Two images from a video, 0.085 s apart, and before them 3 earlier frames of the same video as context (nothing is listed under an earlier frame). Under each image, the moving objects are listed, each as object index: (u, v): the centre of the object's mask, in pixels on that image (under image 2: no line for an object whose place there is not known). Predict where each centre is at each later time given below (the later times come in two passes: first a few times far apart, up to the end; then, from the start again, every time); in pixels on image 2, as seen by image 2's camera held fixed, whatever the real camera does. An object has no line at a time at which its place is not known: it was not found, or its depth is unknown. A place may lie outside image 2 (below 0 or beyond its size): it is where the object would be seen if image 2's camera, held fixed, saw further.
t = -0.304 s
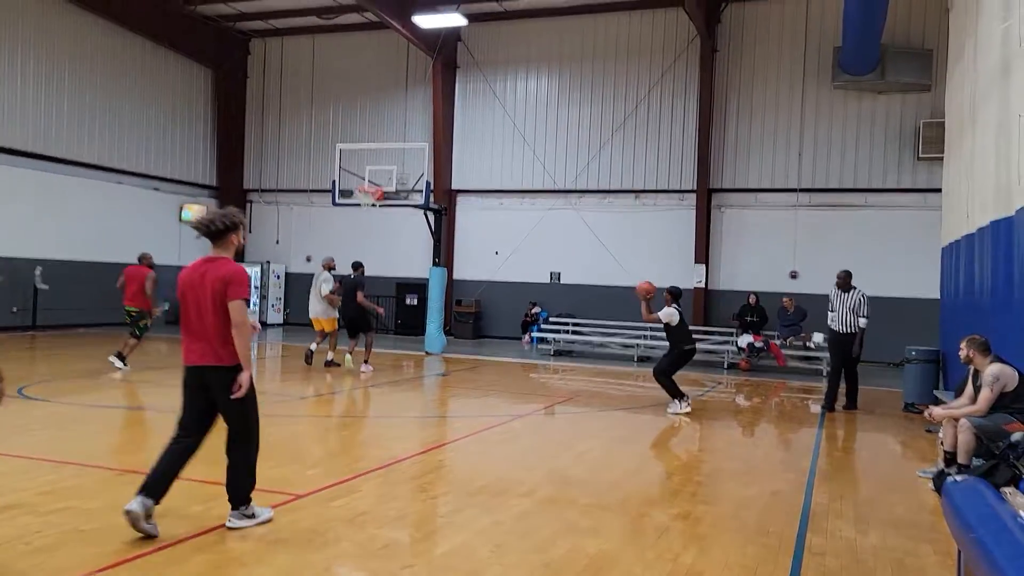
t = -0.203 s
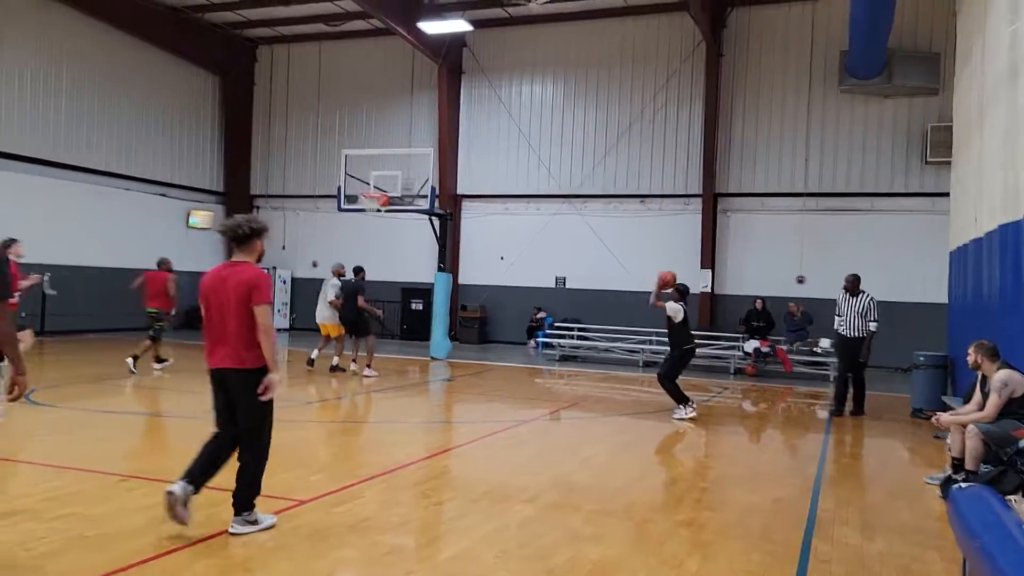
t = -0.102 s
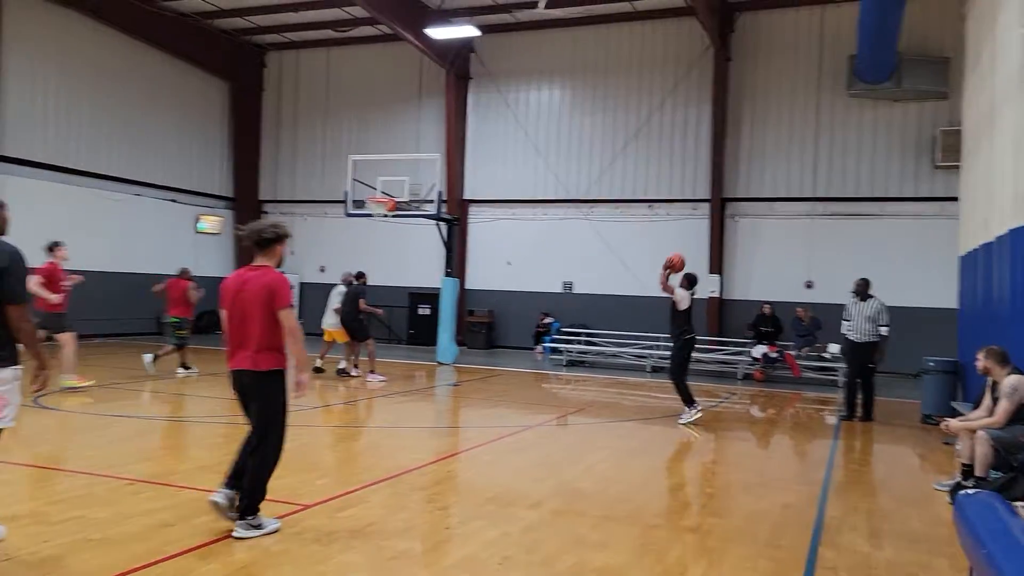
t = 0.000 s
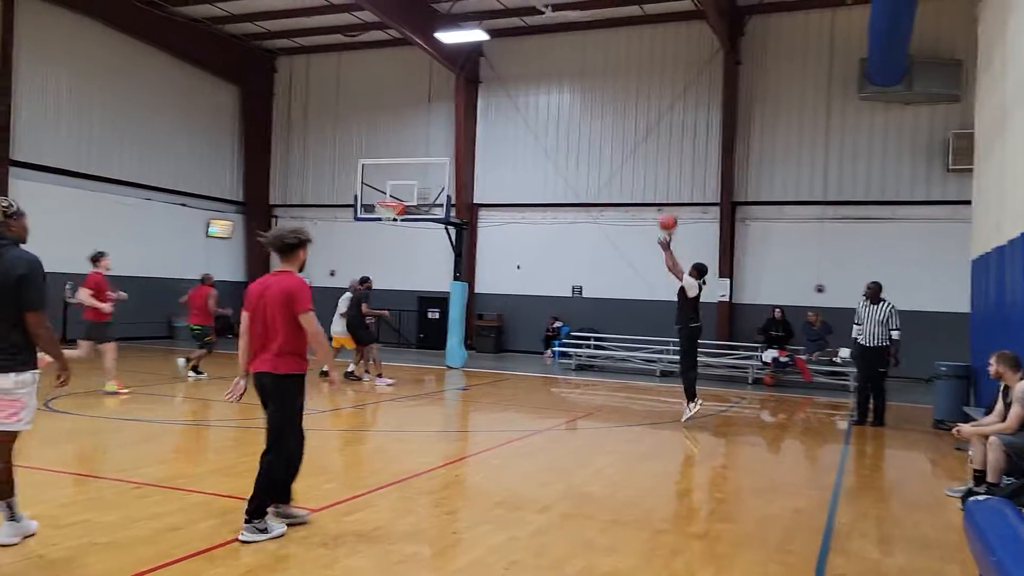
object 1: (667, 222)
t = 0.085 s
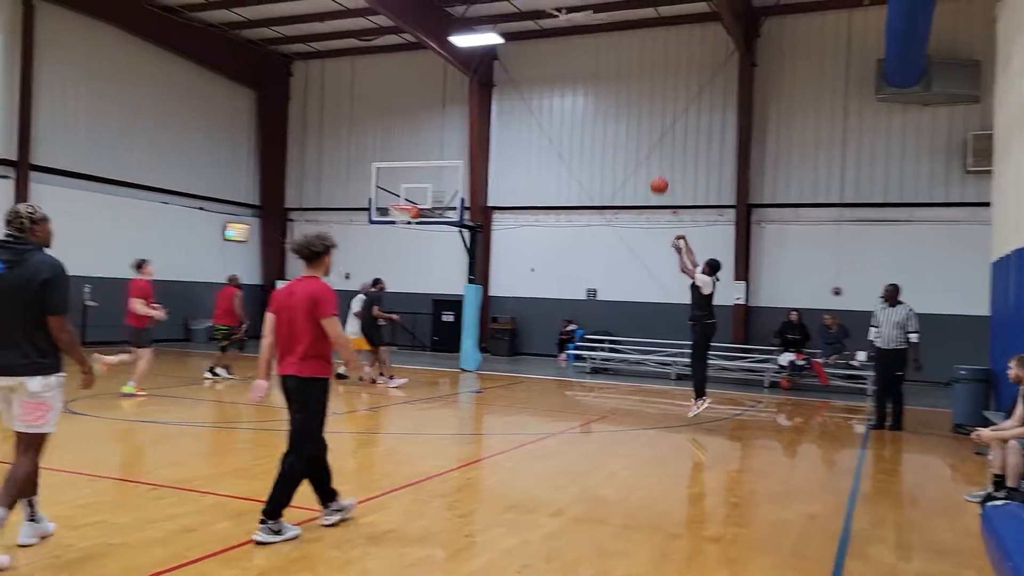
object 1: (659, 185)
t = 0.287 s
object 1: (607, 118)
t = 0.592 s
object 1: (541, 79)
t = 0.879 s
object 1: (485, 100)
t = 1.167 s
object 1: (436, 163)
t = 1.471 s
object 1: (399, 170)
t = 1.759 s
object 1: (375, 160)
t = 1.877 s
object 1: (365, 169)
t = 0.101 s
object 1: (655, 178)
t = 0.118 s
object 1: (650, 171)
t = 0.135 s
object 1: (646, 164)
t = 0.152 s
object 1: (641, 159)
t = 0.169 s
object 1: (637, 152)
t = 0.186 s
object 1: (632, 146)
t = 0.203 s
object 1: (628, 142)
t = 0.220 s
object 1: (624, 135)
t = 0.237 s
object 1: (620, 131)
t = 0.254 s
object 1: (616, 126)
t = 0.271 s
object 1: (612, 122)
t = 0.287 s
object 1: (607, 118)
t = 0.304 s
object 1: (603, 113)
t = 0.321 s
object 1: (600, 110)
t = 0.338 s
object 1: (595, 106)
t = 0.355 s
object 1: (592, 103)
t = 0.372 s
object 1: (587, 99)
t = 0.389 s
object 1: (584, 96)
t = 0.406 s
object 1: (580, 94)
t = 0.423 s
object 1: (577, 91)
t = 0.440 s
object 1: (573, 89)
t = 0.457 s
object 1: (569, 87)
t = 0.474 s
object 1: (565, 86)
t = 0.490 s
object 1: (562, 84)
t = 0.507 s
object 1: (558, 83)
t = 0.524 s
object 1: (555, 82)
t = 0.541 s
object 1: (551, 80)
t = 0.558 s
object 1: (548, 80)
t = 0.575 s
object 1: (544, 79)
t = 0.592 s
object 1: (541, 79)
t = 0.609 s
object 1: (537, 79)
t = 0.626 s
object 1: (534, 79)
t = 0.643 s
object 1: (531, 79)
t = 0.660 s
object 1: (528, 79)
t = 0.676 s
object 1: (524, 80)
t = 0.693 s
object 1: (520, 81)
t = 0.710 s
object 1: (517, 81)
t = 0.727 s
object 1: (514, 83)
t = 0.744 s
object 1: (511, 83)
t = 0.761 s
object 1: (507, 85)
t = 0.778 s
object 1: (504, 86)
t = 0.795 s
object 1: (500, 88)
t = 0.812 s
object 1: (497, 91)
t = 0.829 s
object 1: (494, 93)
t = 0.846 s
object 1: (491, 95)
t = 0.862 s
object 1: (488, 98)
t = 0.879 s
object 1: (485, 100)
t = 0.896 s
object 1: (483, 101)
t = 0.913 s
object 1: (480, 104)
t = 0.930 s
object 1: (476, 107)
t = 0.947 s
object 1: (473, 109)
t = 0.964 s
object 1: (470, 112)
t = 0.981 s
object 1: (467, 117)
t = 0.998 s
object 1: (464, 121)
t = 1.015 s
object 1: (462, 125)
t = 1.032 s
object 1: (459, 128)
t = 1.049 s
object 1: (455, 132)
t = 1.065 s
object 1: (452, 135)
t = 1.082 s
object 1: (450, 140)
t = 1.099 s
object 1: (447, 145)
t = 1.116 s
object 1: (445, 149)
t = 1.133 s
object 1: (442, 153)
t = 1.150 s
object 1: (439, 157)
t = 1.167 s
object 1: (436, 163)
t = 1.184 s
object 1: (433, 167)
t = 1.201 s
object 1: (430, 173)
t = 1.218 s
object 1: (427, 177)
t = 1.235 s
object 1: (424, 182)
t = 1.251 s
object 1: (422, 187)
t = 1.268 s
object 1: (419, 192)
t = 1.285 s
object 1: (416, 199)
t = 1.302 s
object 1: (415, 201)
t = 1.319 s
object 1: (413, 198)
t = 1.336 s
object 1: (412, 194)
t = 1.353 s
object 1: (411, 191)
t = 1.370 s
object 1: (409, 188)
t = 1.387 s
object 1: (406, 182)
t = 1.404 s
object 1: (405, 179)
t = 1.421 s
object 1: (404, 177)
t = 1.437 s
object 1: (402, 175)
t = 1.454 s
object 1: (401, 173)
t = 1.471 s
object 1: (399, 170)
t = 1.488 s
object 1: (398, 168)
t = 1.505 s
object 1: (397, 166)
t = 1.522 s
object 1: (396, 165)
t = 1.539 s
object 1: (395, 163)
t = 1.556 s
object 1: (393, 162)
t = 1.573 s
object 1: (392, 161)
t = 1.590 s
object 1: (390, 160)
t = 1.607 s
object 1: (389, 160)
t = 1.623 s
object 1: (387, 159)
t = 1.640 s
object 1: (386, 159)
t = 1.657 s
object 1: (384, 158)
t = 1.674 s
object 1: (383, 158)
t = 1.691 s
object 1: (381, 158)
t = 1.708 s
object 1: (379, 158)
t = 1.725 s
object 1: (378, 158)
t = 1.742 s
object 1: (377, 159)
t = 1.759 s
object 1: (375, 160)
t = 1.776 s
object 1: (374, 160)
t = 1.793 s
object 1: (372, 161)
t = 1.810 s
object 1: (370, 162)
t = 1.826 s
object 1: (369, 164)
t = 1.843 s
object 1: (368, 165)
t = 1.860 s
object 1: (366, 167)
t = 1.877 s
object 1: (365, 169)
